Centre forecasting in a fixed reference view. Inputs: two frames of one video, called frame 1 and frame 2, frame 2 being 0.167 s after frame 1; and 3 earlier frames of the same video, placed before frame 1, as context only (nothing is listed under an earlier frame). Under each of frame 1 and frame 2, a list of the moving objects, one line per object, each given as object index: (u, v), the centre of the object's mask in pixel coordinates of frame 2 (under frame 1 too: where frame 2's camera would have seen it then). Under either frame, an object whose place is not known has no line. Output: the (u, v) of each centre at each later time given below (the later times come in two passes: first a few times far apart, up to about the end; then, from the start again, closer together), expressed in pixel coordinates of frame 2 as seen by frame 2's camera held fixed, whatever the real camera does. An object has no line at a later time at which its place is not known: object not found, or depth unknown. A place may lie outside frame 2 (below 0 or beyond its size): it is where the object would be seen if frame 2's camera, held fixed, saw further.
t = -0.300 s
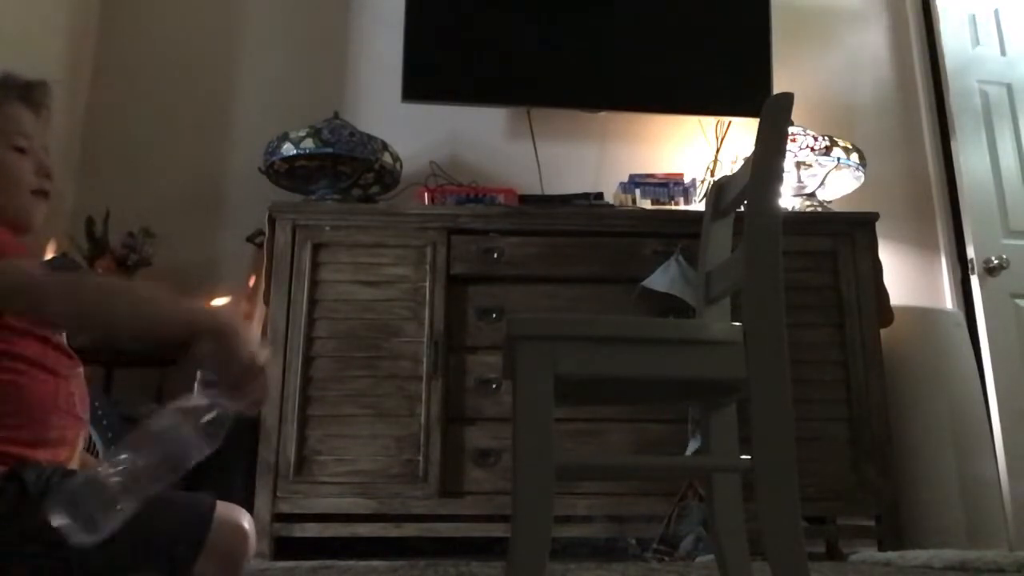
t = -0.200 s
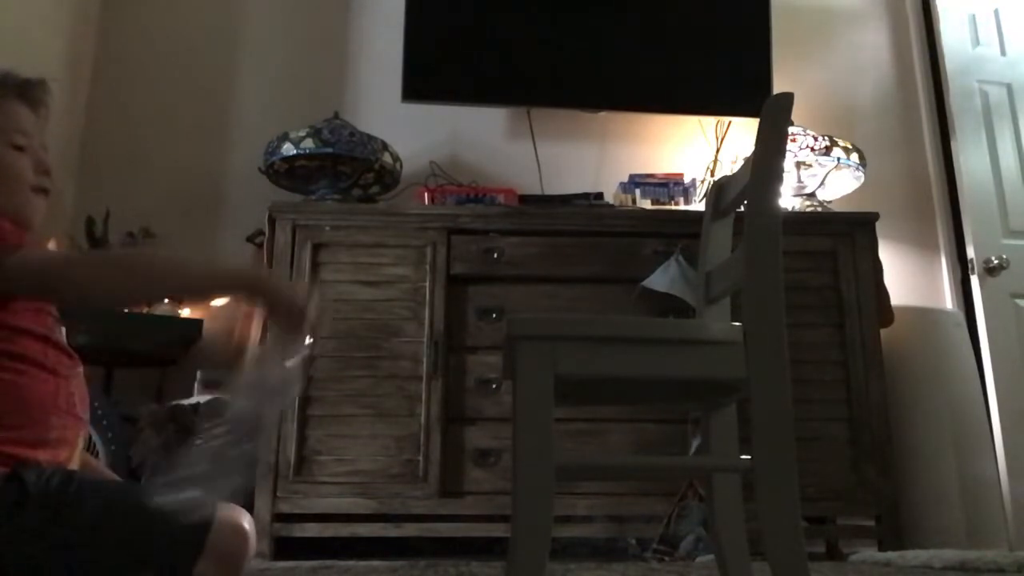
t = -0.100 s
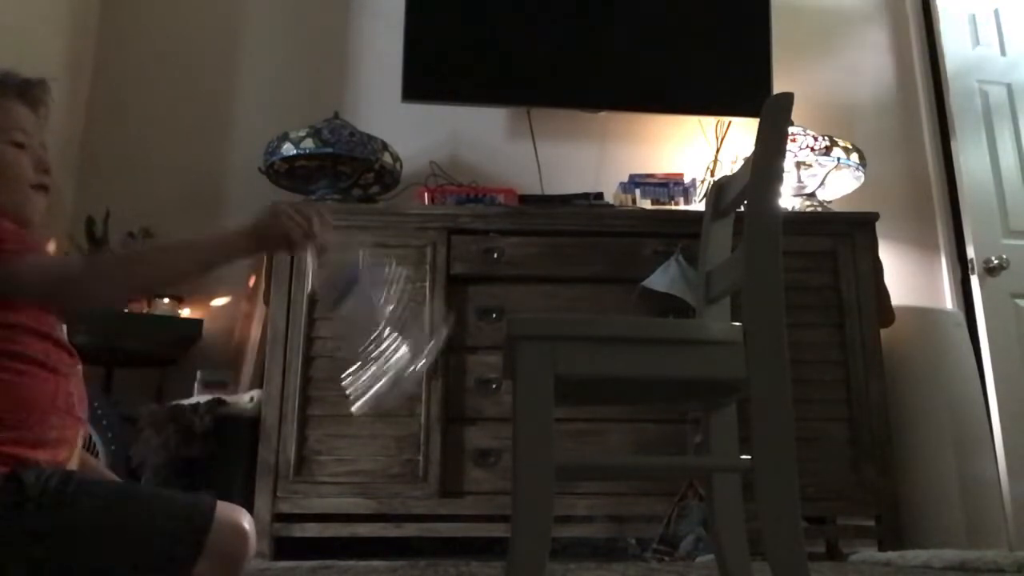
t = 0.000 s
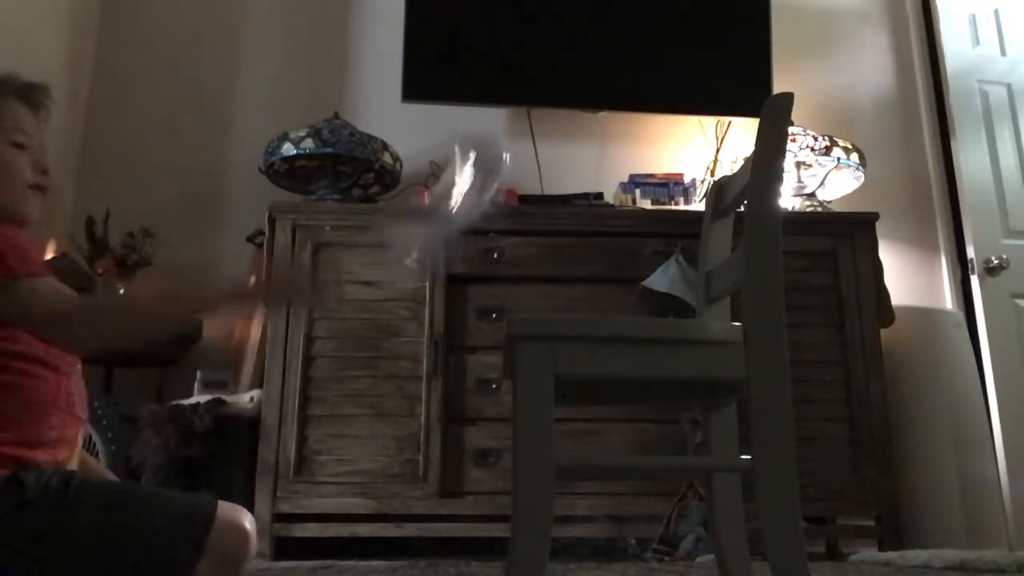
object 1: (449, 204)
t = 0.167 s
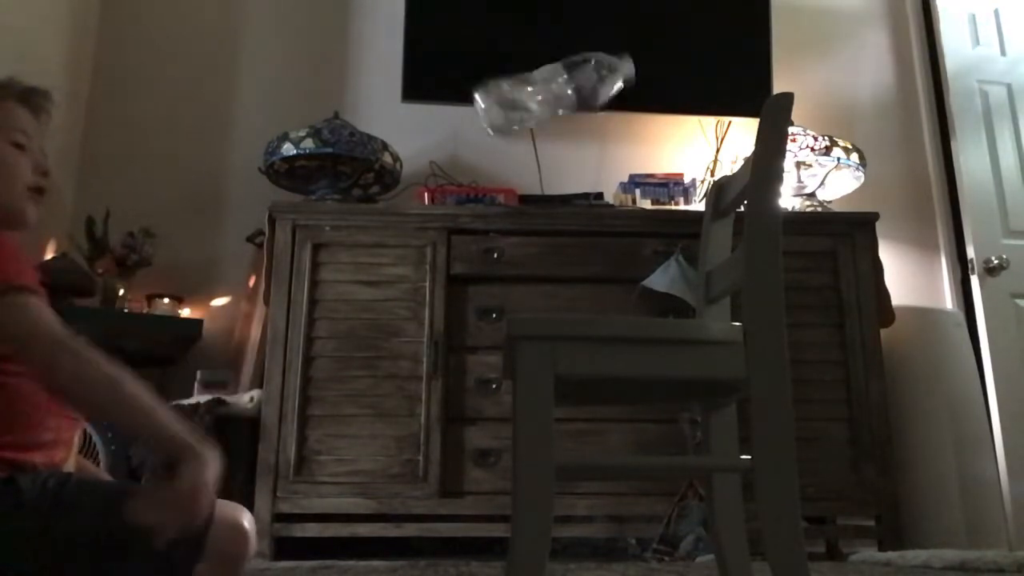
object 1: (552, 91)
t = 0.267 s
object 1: (568, 143)
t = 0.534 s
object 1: (631, 265)
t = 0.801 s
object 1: (666, 280)
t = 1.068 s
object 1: (667, 279)
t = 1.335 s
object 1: (667, 279)
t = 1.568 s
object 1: (667, 279)
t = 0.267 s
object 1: (568, 143)
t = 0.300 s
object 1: (575, 177)
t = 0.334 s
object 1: (582, 222)
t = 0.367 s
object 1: (593, 254)
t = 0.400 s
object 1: (606, 255)
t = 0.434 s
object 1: (613, 255)
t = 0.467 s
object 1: (617, 260)
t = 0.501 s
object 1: (625, 259)
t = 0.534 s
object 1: (631, 265)
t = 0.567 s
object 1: (645, 268)
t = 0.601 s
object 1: (663, 275)
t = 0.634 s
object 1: (666, 279)
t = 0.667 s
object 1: (666, 280)
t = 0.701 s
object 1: (667, 279)
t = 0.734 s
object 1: (666, 280)
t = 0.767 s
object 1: (668, 279)
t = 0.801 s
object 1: (666, 280)
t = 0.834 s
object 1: (668, 279)
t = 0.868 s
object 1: (668, 278)
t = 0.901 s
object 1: (667, 279)
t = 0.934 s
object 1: (668, 279)
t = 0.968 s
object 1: (667, 279)
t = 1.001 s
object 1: (667, 279)
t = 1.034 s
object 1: (667, 279)
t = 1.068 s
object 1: (667, 279)
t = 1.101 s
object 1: (667, 279)
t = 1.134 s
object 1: (667, 279)
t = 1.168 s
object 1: (667, 279)
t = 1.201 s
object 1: (667, 279)
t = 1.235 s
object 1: (667, 279)
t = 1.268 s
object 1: (667, 279)
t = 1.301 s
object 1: (667, 279)
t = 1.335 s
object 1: (667, 279)
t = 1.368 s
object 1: (666, 279)
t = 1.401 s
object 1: (667, 279)
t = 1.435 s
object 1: (667, 279)
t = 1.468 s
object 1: (667, 279)
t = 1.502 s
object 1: (667, 279)
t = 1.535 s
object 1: (667, 279)
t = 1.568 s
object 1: (667, 279)
